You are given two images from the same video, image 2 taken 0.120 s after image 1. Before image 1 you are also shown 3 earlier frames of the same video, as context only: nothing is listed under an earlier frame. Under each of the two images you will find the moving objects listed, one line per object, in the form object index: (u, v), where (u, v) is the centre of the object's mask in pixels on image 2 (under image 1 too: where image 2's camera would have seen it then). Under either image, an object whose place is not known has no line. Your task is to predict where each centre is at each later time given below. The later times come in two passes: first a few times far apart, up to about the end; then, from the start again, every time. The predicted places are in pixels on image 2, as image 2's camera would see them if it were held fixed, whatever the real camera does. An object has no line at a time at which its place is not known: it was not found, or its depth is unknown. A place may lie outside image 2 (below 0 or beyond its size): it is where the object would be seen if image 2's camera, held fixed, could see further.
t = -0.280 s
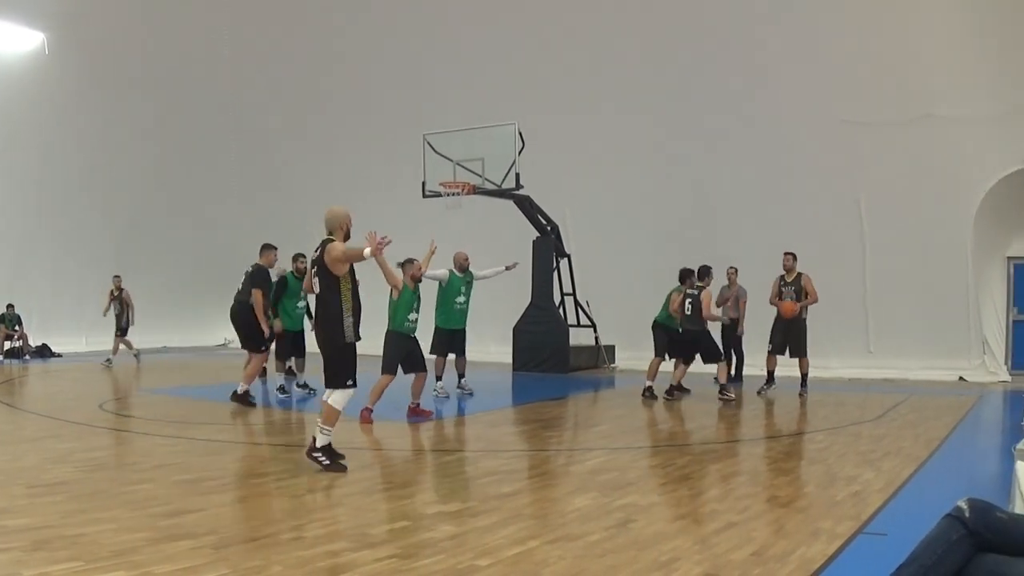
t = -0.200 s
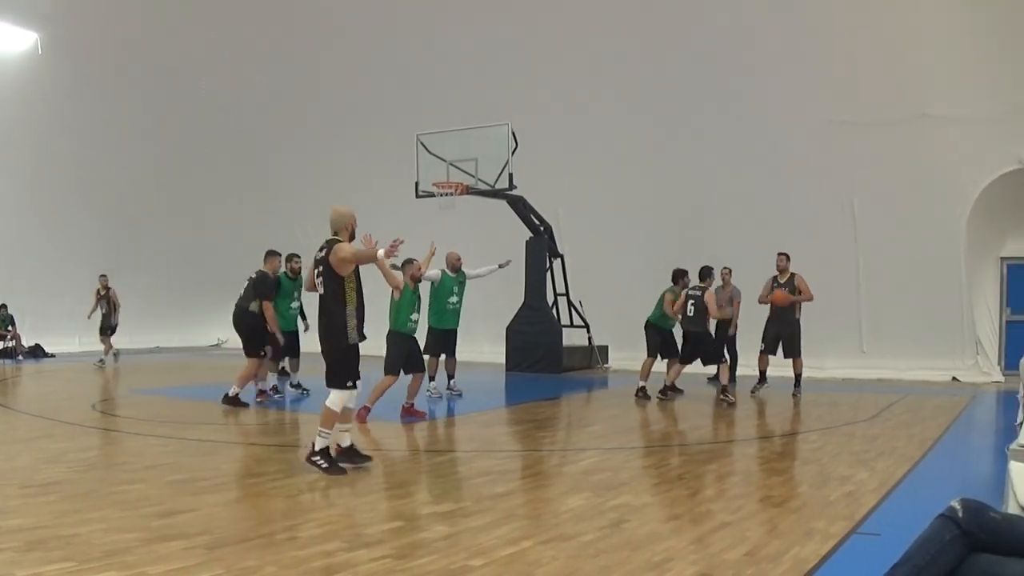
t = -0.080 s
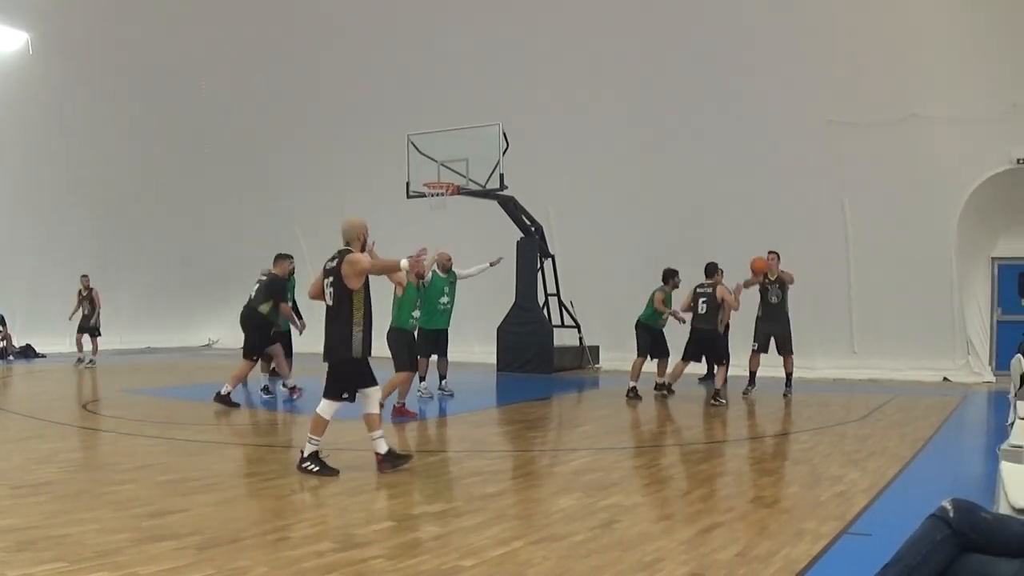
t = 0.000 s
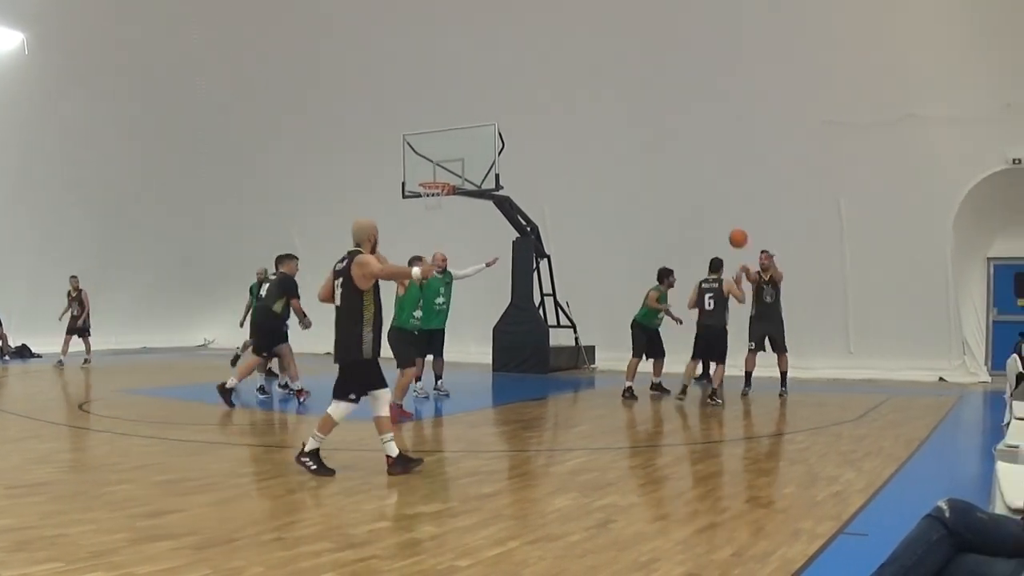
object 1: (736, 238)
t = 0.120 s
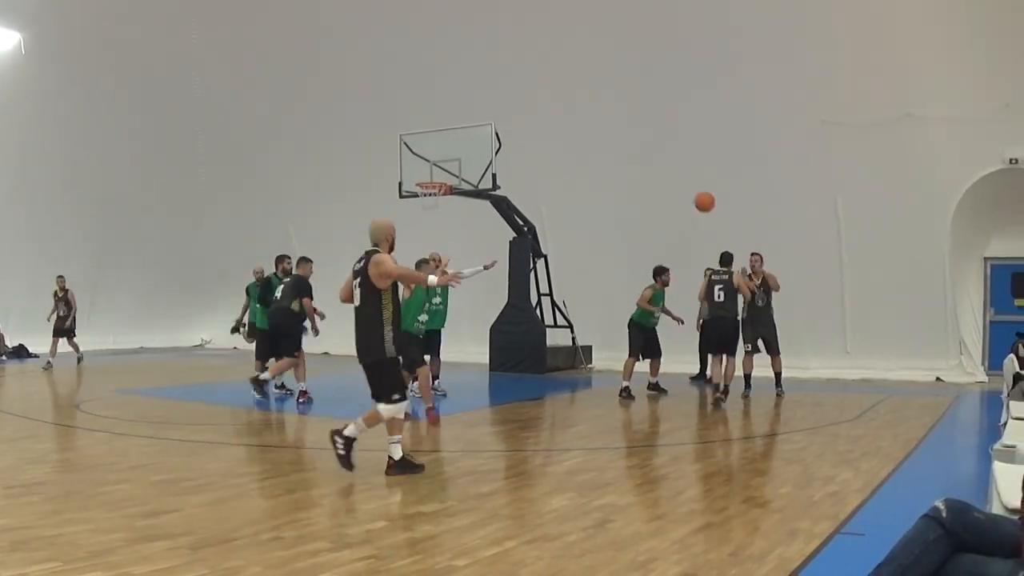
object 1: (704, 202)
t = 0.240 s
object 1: (669, 171)
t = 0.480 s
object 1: (582, 139)
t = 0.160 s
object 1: (693, 190)
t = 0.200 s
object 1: (681, 180)
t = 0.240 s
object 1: (669, 171)
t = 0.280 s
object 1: (656, 163)
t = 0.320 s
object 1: (643, 156)
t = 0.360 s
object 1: (629, 150)
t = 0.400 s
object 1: (614, 145)
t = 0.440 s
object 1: (598, 141)
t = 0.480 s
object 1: (582, 139)
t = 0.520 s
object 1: (565, 138)
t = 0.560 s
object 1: (546, 138)
